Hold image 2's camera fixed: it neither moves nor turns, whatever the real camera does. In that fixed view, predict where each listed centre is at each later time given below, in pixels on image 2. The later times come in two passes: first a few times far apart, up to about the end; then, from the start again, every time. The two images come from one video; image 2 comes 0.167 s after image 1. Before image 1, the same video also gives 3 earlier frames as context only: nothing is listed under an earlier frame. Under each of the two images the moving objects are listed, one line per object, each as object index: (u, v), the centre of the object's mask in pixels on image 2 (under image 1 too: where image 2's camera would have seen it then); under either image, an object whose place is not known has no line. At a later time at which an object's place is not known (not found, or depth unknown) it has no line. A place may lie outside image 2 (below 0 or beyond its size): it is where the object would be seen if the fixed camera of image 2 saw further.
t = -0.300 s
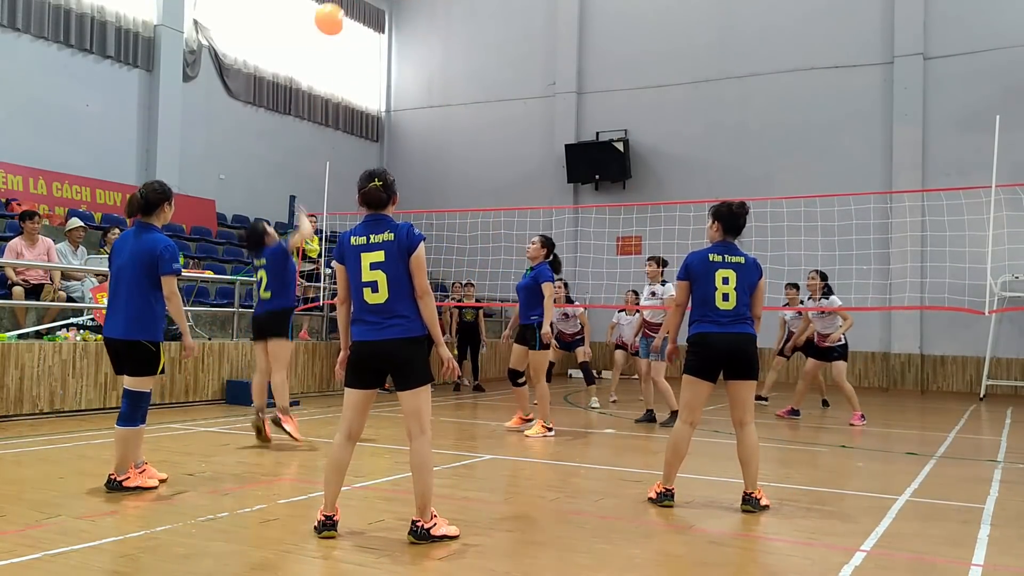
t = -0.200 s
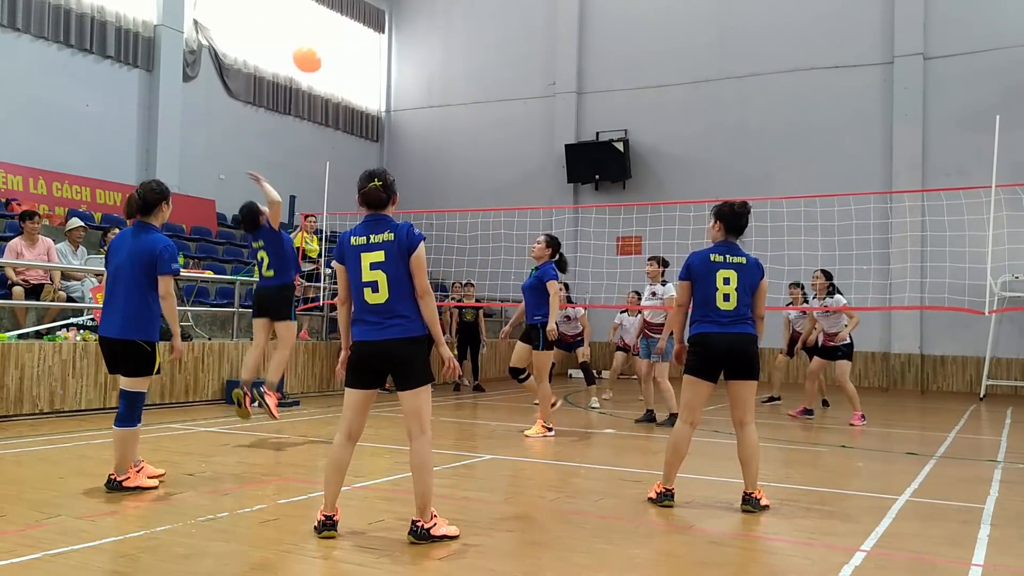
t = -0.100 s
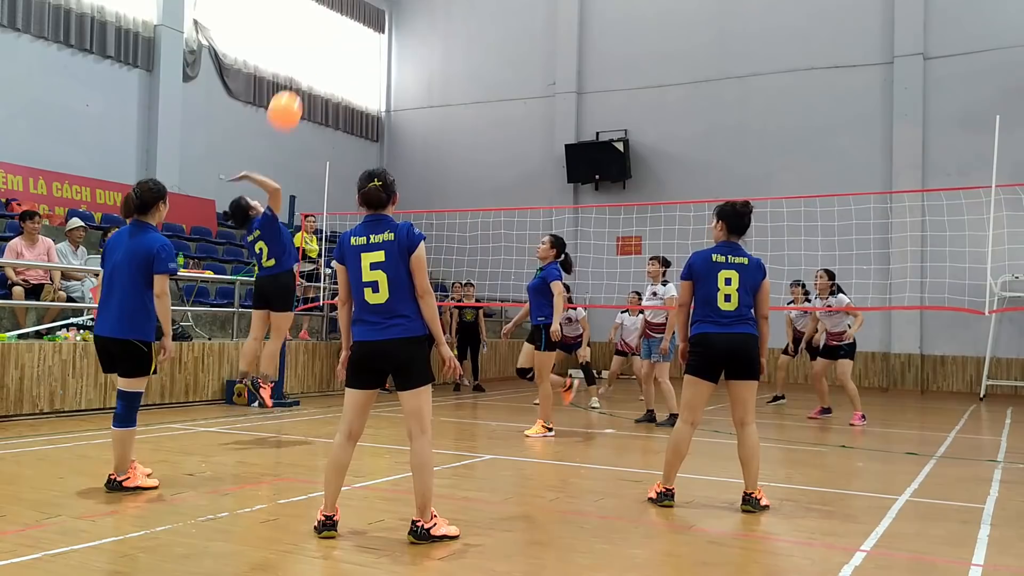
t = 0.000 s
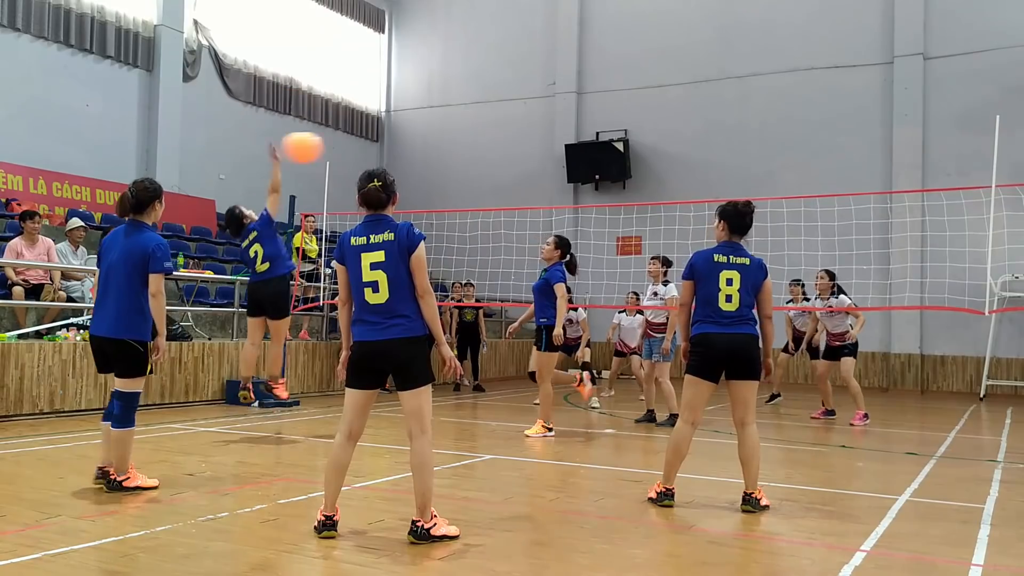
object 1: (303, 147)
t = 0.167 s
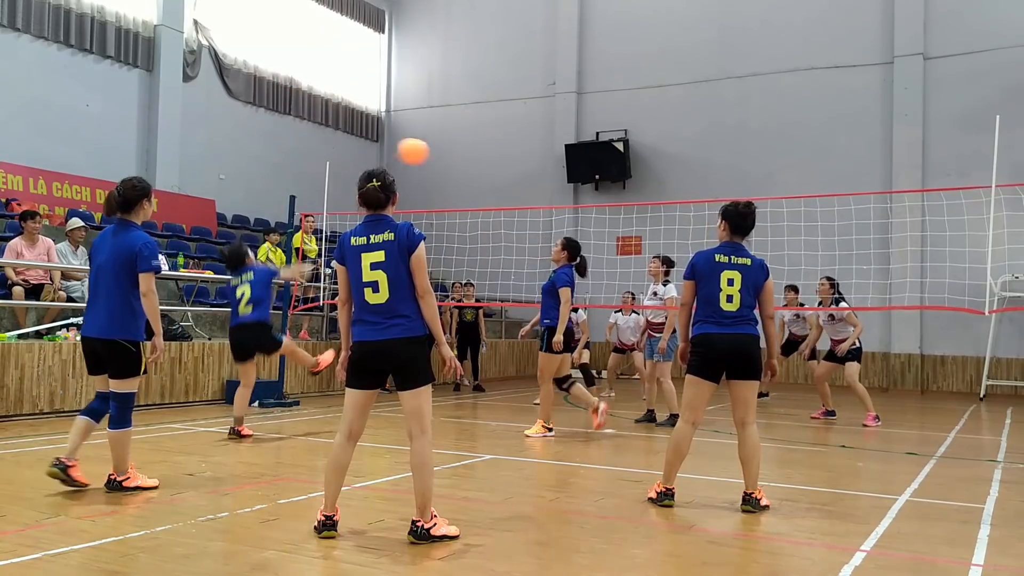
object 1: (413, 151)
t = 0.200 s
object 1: (430, 154)
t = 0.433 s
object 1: (525, 196)
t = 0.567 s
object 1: (564, 234)
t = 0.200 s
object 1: (430, 154)
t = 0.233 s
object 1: (446, 158)
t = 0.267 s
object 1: (462, 163)
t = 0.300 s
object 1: (475, 168)
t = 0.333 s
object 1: (489, 174)
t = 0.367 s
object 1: (502, 181)
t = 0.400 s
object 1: (514, 189)
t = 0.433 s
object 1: (525, 196)
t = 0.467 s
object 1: (536, 206)
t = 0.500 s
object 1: (546, 215)
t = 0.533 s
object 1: (555, 224)
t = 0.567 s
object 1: (564, 234)
